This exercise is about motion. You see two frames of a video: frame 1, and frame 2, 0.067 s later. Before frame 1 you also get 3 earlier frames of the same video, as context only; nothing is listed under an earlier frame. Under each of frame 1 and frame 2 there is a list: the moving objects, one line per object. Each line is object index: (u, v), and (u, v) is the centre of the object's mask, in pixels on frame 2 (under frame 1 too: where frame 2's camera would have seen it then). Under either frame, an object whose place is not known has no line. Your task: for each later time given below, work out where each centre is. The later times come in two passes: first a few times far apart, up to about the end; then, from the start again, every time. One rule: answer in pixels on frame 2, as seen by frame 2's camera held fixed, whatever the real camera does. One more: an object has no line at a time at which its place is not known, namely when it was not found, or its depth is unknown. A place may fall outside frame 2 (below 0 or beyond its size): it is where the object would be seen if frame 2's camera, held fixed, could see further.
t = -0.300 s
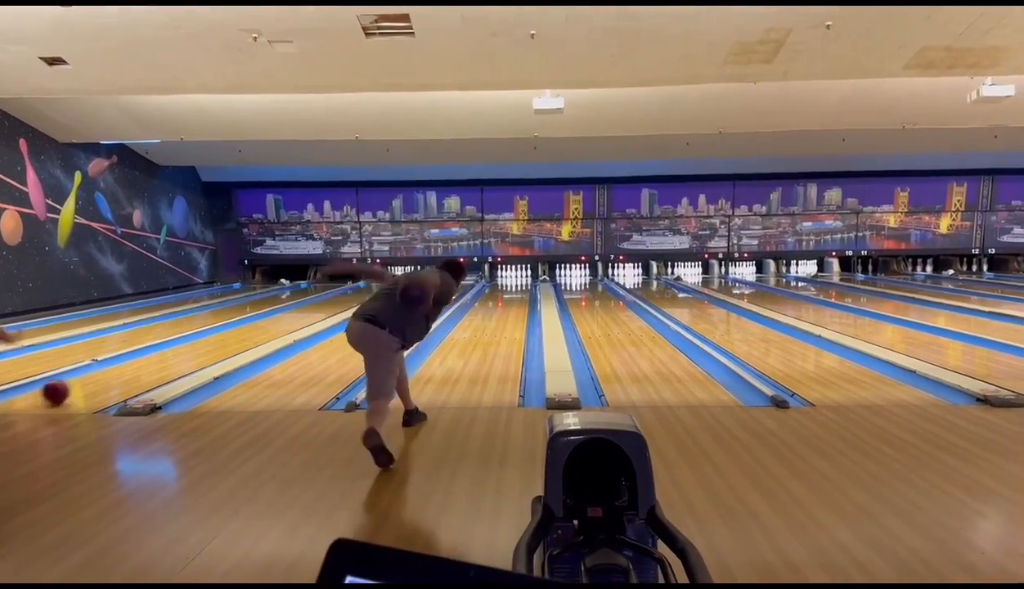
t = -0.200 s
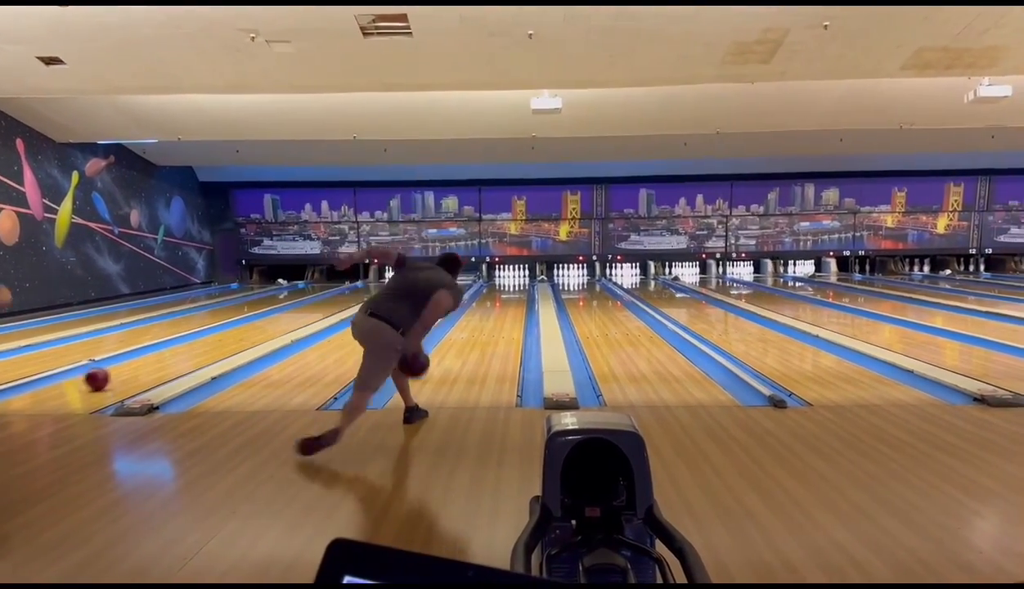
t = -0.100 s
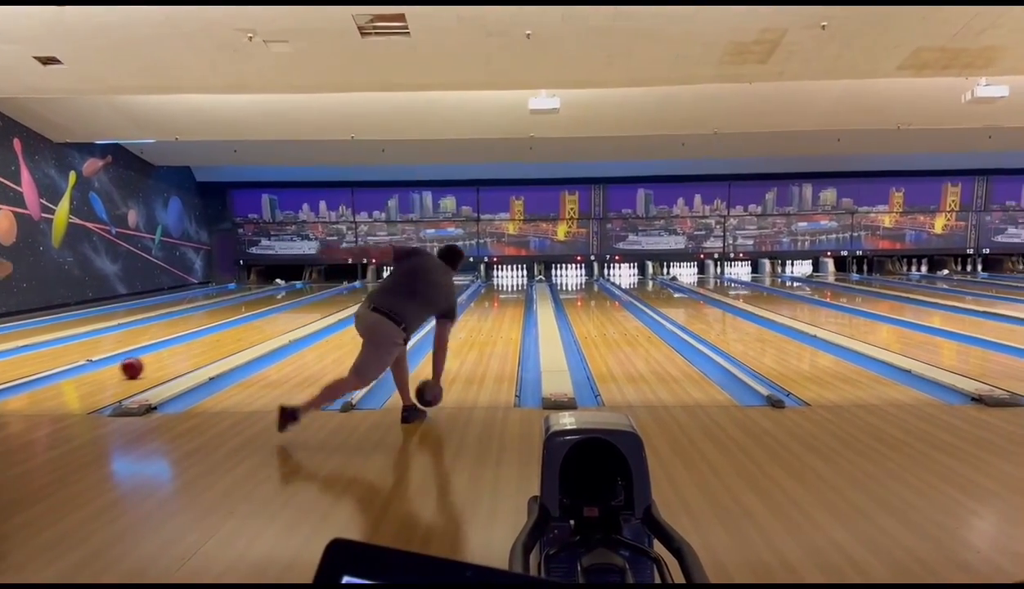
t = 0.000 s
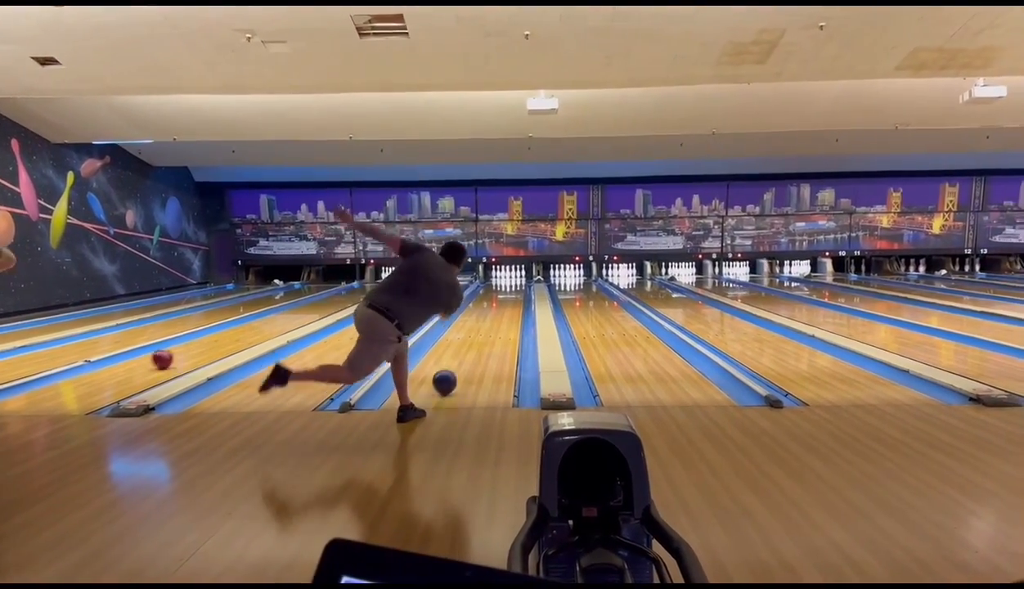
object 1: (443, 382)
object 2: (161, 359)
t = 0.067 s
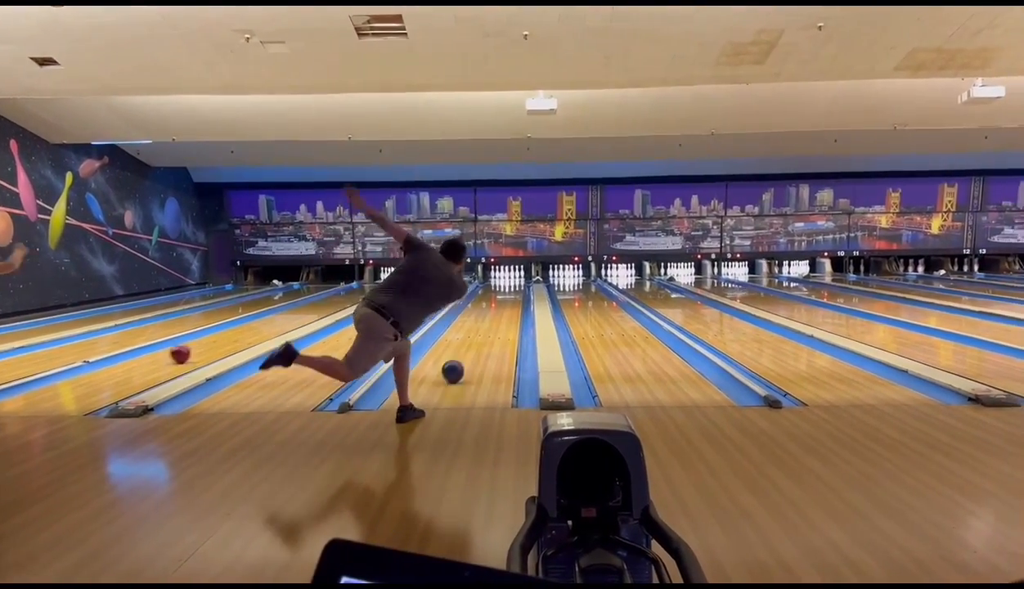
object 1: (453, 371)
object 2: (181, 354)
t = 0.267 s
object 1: (472, 346)
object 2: (228, 339)
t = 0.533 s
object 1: (488, 324)
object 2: (275, 325)
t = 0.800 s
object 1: (498, 310)
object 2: (309, 315)
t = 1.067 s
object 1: (503, 300)
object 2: (335, 307)
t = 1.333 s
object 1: (507, 292)
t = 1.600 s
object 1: (506, 287)
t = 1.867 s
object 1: (504, 282)
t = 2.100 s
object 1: (501, 278)
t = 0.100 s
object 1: (456, 366)
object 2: (189, 351)
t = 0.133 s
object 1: (460, 361)
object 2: (197, 348)
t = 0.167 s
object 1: (463, 357)
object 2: (205, 346)
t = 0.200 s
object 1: (466, 353)
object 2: (212, 344)
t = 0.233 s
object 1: (469, 350)
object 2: (220, 341)
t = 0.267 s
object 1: (472, 346)
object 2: (228, 339)
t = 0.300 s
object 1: (475, 343)
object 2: (234, 337)
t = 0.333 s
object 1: (477, 340)
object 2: (241, 335)
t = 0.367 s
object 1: (479, 336)
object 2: (247, 333)
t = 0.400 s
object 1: (481, 334)
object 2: (253, 332)
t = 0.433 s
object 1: (483, 332)
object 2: (258, 330)
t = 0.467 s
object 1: (485, 329)
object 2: (264, 328)
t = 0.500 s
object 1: (487, 327)
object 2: (269, 327)
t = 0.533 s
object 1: (488, 324)
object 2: (275, 325)
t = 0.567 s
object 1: (490, 322)
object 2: (279, 324)
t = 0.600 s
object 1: (491, 320)
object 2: (284, 322)
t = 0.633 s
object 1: (493, 318)
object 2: (289, 321)
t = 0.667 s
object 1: (494, 316)
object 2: (293, 319)
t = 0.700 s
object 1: (495, 315)
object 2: (297, 318)
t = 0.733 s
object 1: (496, 313)
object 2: (302, 317)
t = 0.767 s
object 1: (497, 312)
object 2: (305, 316)
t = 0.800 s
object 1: (498, 310)
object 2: (309, 315)
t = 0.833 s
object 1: (499, 309)
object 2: (313, 314)
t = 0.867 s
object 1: (499, 308)
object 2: (316, 313)
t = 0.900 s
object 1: (500, 307)
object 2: (319, 312)
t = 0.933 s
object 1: (501, 305)
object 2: (323, 311)
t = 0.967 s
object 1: (502, 303)
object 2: (325, 310)
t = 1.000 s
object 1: (502, 302)
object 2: (329, 309)
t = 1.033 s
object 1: (503, 301)
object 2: (332, 308)
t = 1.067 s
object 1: (503, 300)
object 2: (335, 307)
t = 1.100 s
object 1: (504, 299)
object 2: (337, 306)
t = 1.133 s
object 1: (504, 298)
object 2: (341, 305)
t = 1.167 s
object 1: (505, 298)
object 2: (343, 305)
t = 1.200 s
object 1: (505, 297)
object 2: (348, 304)
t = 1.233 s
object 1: (506, 295)
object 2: (350, 303)
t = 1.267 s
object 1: (506, 294)
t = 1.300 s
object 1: (506, 294)
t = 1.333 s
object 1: (507, 292)
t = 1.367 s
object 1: (506, 291)
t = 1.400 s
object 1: (506, 290)
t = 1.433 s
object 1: (507, 290)
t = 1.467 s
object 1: (506, 289)
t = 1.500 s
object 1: (507, 289)
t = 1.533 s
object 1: (507, 288)
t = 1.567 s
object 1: (507, 288)
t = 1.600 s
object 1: (506, 287)
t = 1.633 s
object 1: (506, 286)
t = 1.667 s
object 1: (506, 285)
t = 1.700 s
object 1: (506, 285)
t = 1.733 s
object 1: (506, 284)
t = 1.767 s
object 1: (505, 283)
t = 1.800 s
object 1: (505, 283)
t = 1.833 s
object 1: (505, 282)
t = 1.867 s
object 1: (504, 282)
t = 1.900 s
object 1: (504, 282)
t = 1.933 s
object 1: (503, 281)
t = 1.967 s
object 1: (503, 281)
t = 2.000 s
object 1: (502, 280)
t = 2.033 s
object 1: (502, 280)
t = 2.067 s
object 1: (502, 281)
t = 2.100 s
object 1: (501, 278)
